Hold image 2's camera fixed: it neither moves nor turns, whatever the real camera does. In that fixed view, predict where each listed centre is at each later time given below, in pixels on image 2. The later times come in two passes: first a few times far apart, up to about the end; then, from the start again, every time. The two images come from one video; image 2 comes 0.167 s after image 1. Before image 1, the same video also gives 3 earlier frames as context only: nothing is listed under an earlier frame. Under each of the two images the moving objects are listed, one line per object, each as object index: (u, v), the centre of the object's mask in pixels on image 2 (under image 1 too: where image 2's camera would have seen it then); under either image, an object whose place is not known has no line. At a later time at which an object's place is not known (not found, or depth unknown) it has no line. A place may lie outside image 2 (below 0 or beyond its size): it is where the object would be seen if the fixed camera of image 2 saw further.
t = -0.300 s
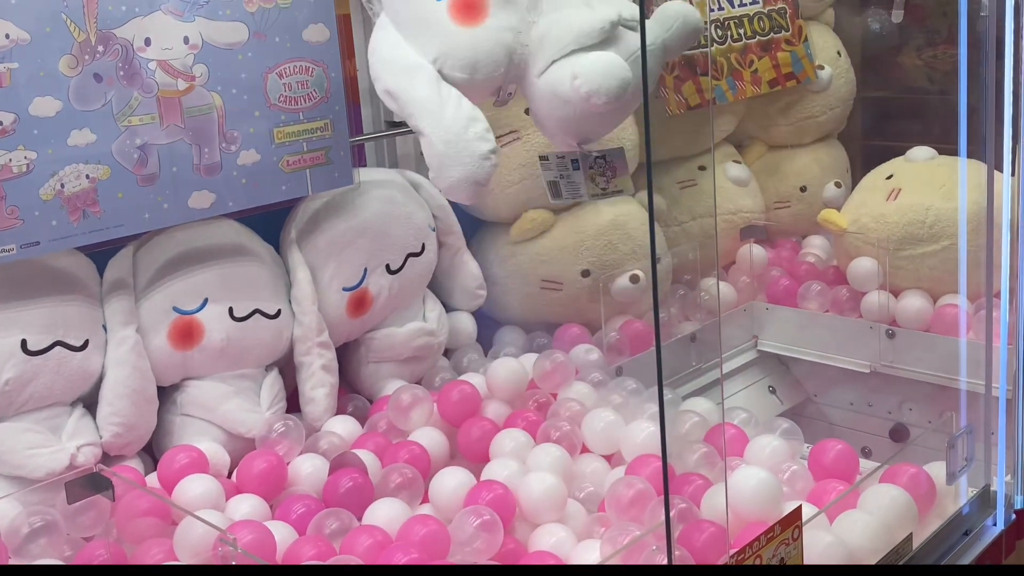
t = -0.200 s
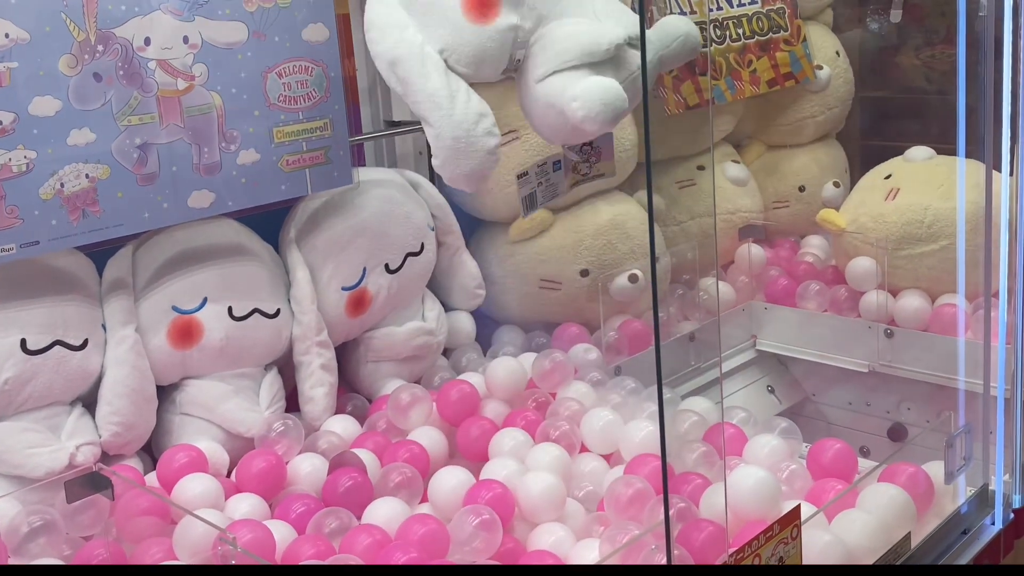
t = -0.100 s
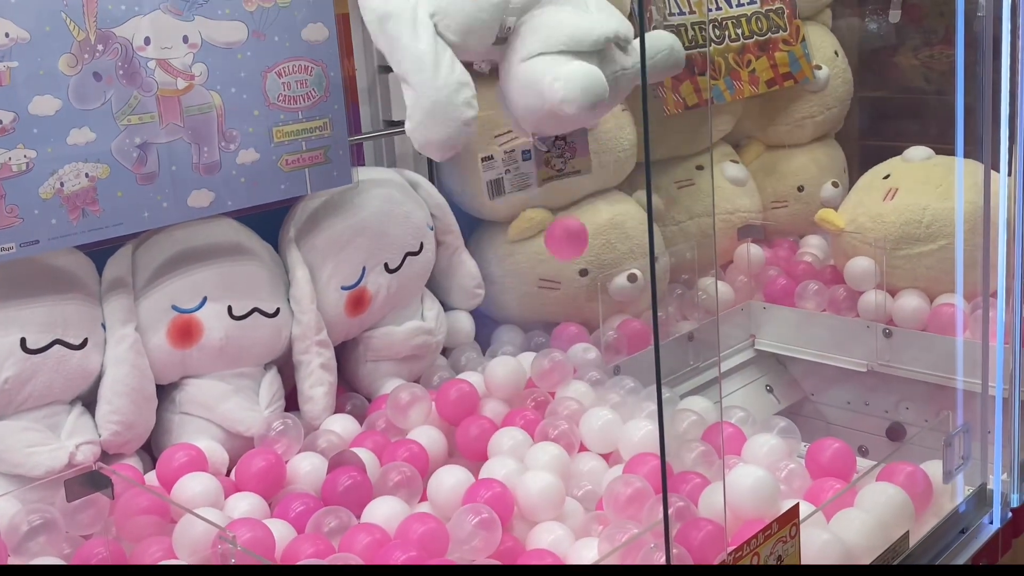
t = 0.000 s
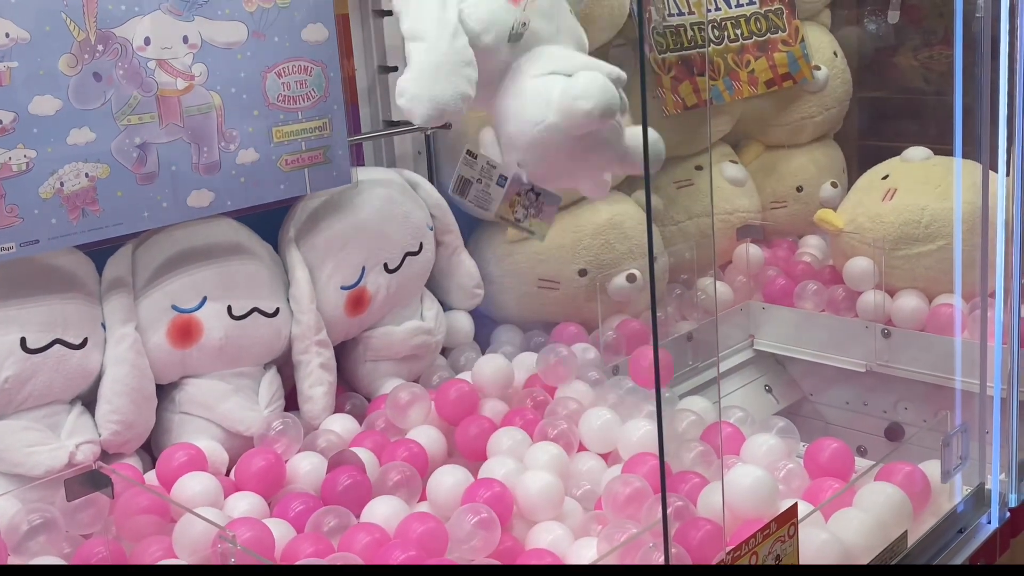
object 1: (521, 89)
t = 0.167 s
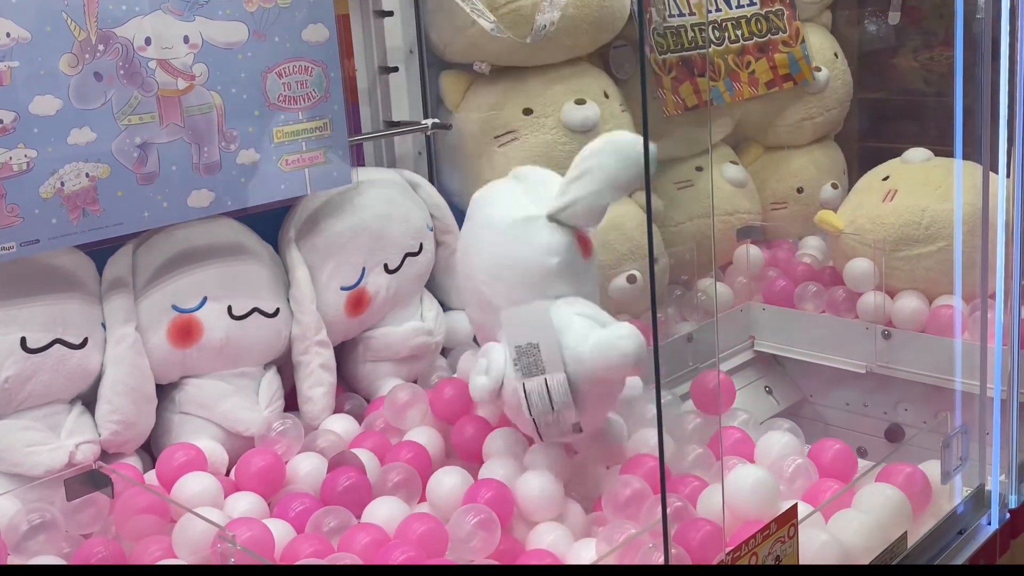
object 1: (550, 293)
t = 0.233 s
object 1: (557, 289)
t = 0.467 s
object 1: (548, 370)
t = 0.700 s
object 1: (497, 374)
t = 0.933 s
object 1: (458, 428)
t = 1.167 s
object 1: (462, 426)
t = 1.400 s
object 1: (463, 426)
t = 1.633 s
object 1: (463, 426)
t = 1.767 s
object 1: (463, 427)
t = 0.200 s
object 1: (554, 280)
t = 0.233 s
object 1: (557, 289)
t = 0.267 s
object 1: (559, 336)
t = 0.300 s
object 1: (569, 379)
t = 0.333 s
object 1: (564, 359)
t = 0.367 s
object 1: (560, 363)
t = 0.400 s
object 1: (556, 366)
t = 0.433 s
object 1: (557, 372)
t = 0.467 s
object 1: (548, 370)
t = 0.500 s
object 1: (543, 369)
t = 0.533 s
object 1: (536, 360)
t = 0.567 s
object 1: (532, 370)
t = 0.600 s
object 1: (523, 371)
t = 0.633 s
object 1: (514, 366)
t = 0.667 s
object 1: (504, 369)
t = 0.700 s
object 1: (497, 374)
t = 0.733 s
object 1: (490, 378)
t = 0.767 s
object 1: (483, 383)
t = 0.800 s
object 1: (477, 394)
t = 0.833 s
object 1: (471, 410)
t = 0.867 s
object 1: (464, 425)
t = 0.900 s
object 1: (459, 428)
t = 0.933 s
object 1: (458, 428)
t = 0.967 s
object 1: (459, 429)
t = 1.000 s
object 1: (461, 428)
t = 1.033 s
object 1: (463, 427)
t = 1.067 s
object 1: (463, 426)
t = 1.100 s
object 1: (463, 426)
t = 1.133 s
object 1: (463, 426)
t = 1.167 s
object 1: (462, 426)
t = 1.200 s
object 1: (463, 426)
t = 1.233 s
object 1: (462, 426)
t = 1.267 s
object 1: (462, 426)
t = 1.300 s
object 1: (463, 426)
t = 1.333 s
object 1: (463, 426)
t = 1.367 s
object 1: (463, 426)
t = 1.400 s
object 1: (463, 426)
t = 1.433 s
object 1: (463, 426)
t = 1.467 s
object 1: (463, 426)
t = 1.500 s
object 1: (463, 426)
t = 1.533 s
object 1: (463, 426)
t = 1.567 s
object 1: (463, 426)
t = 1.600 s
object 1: (463, 426)
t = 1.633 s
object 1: (463, 426)
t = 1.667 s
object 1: (463, 427)
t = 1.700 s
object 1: (463, 427)
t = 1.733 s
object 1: (463, 427)
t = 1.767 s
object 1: (463, 427)
